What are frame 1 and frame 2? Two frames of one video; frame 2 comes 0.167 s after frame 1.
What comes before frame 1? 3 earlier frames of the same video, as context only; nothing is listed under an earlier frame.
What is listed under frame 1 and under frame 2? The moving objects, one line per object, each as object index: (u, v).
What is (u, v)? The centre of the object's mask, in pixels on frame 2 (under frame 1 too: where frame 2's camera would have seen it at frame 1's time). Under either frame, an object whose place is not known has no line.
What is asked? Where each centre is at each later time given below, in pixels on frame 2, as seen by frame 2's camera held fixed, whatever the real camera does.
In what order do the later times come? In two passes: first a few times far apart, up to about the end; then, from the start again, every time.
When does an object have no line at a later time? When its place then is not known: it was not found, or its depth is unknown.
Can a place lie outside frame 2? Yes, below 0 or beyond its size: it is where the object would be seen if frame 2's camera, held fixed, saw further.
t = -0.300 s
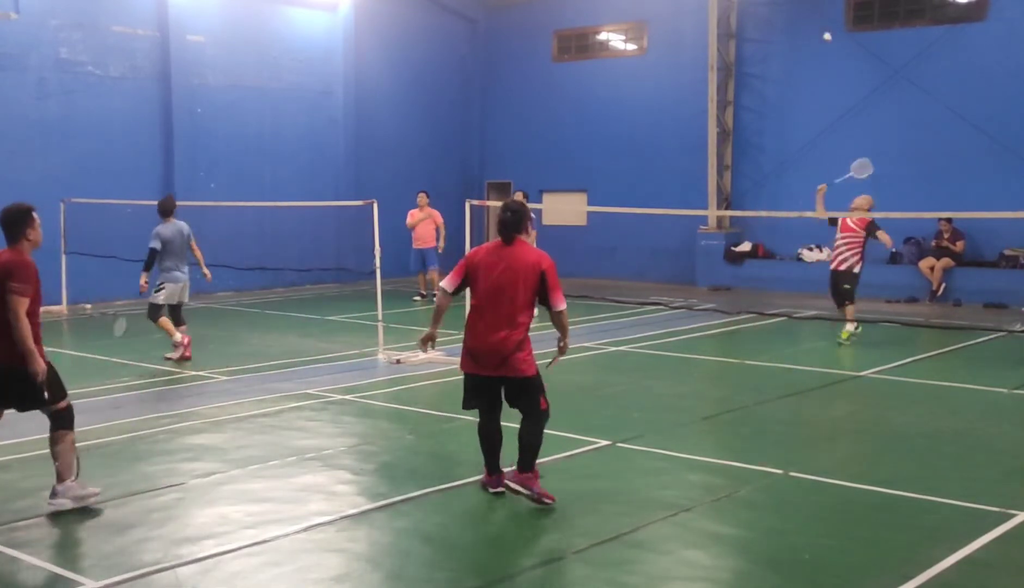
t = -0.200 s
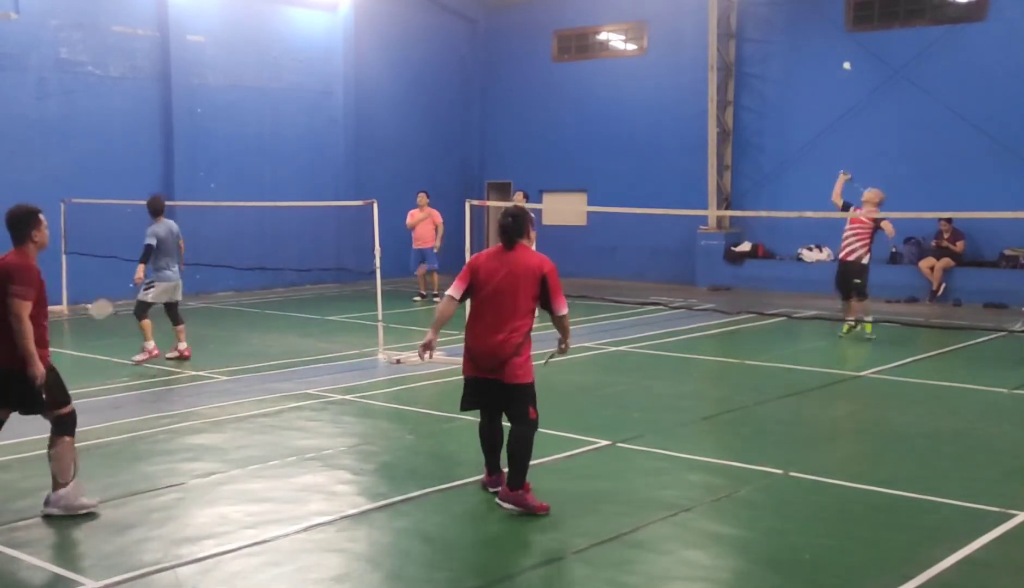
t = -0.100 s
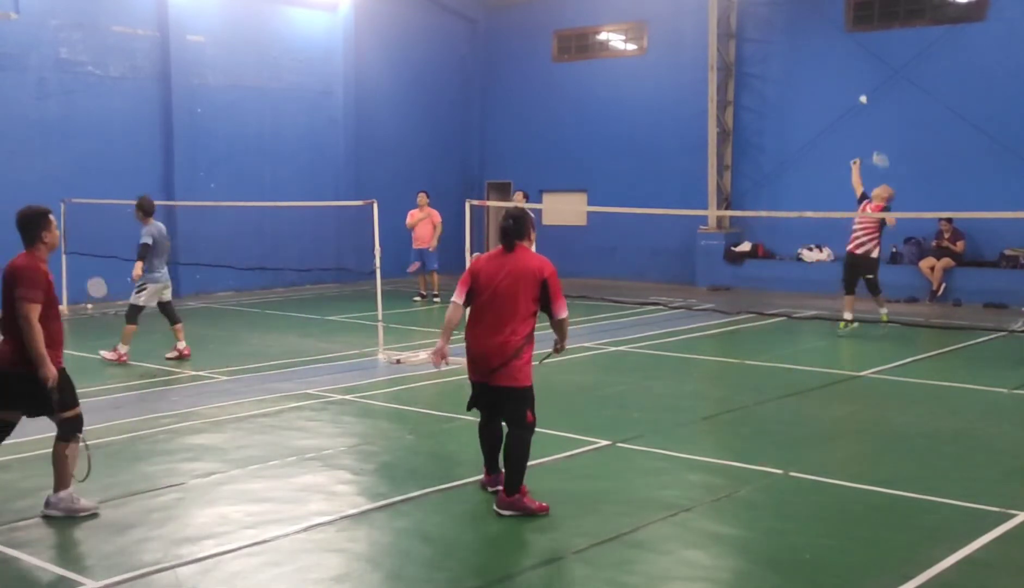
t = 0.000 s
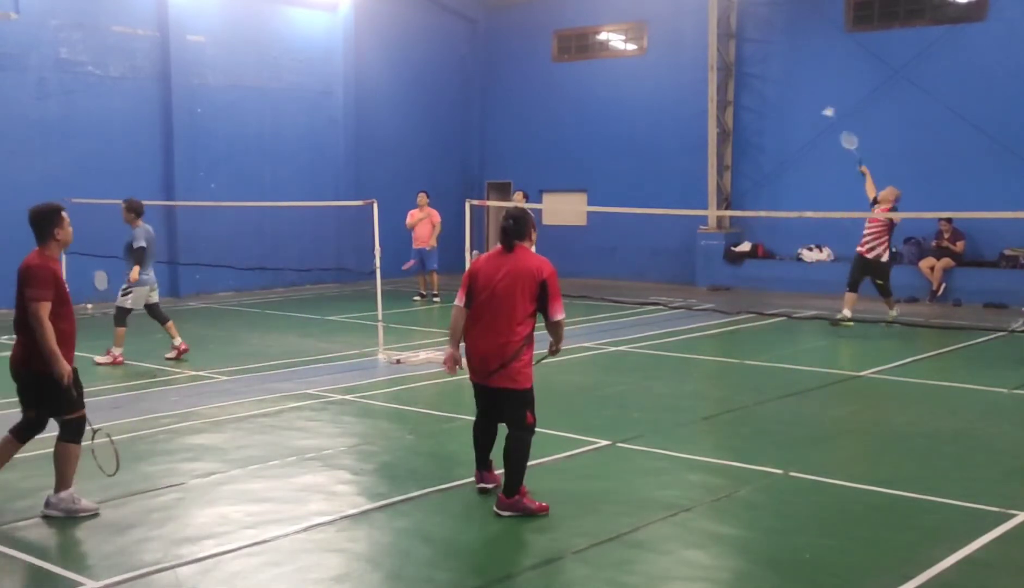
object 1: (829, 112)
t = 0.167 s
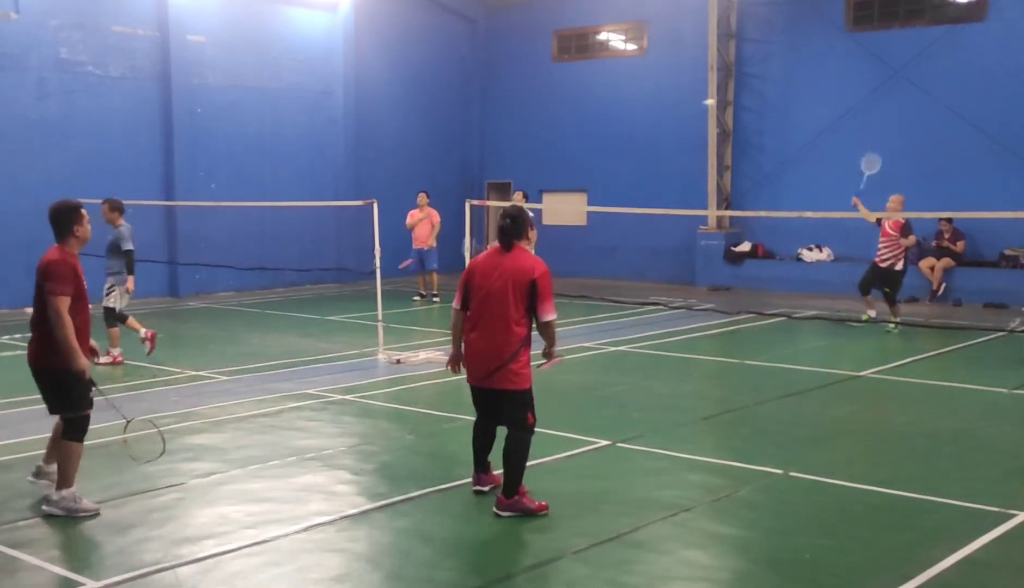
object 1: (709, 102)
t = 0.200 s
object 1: (688, 104)
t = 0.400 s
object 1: (575, 136)
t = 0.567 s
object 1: (496, 188)
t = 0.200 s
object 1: (688, 104)
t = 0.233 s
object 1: (668, 108)
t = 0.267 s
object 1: (648, 112)
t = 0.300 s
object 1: (629, 117)
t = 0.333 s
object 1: (610, 122)
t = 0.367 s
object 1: (593, 129)
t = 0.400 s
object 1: (575, 136)
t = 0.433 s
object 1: (559, 145)
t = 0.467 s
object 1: (542, 155)
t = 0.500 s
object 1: (526, 165)
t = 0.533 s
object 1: (511, 176)
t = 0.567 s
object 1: (496, 188)
